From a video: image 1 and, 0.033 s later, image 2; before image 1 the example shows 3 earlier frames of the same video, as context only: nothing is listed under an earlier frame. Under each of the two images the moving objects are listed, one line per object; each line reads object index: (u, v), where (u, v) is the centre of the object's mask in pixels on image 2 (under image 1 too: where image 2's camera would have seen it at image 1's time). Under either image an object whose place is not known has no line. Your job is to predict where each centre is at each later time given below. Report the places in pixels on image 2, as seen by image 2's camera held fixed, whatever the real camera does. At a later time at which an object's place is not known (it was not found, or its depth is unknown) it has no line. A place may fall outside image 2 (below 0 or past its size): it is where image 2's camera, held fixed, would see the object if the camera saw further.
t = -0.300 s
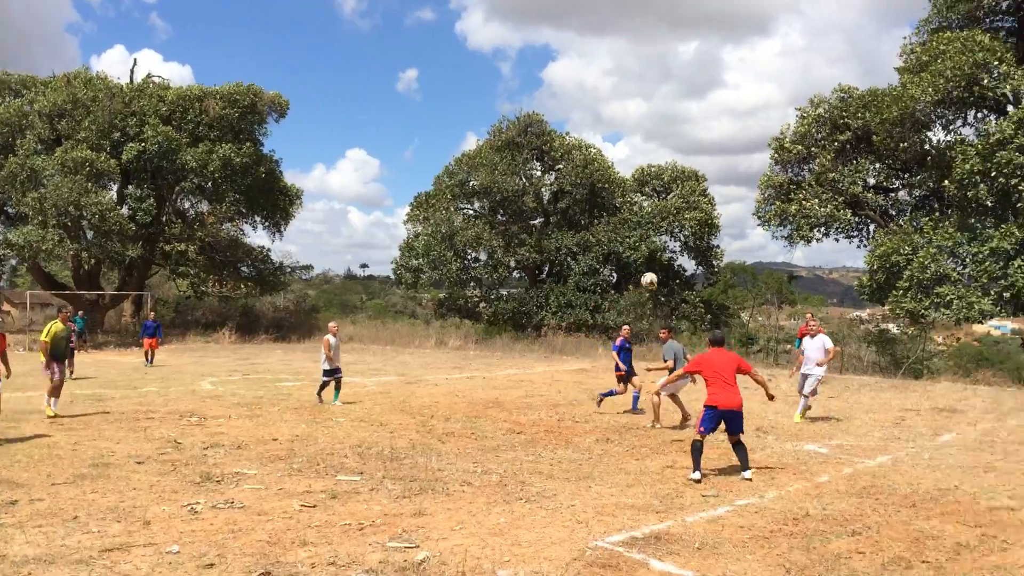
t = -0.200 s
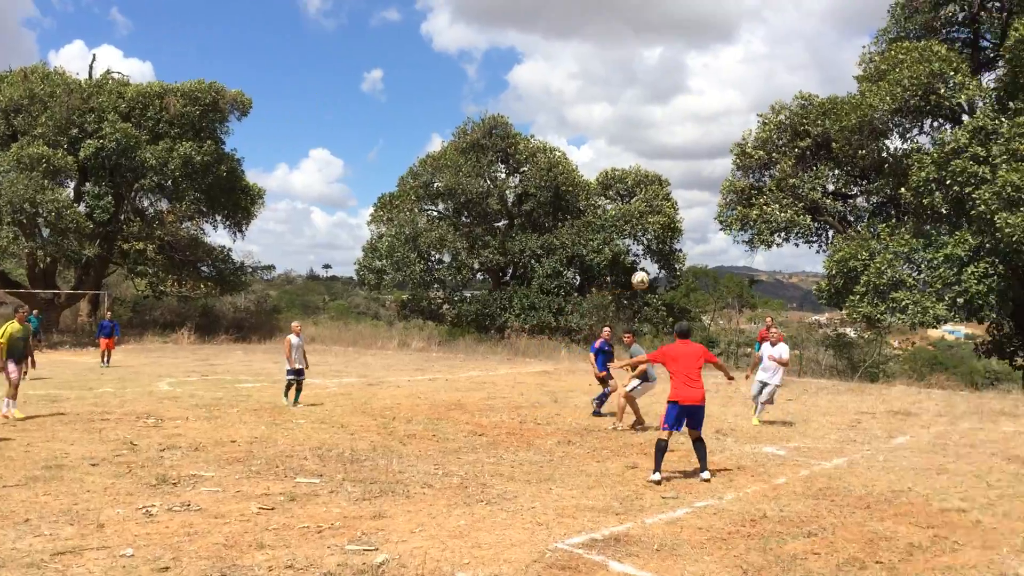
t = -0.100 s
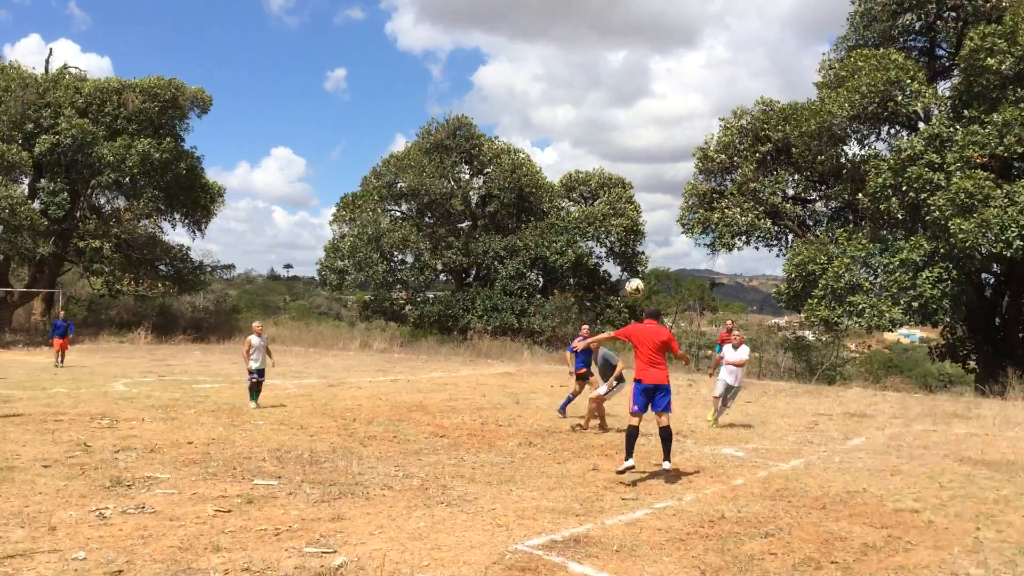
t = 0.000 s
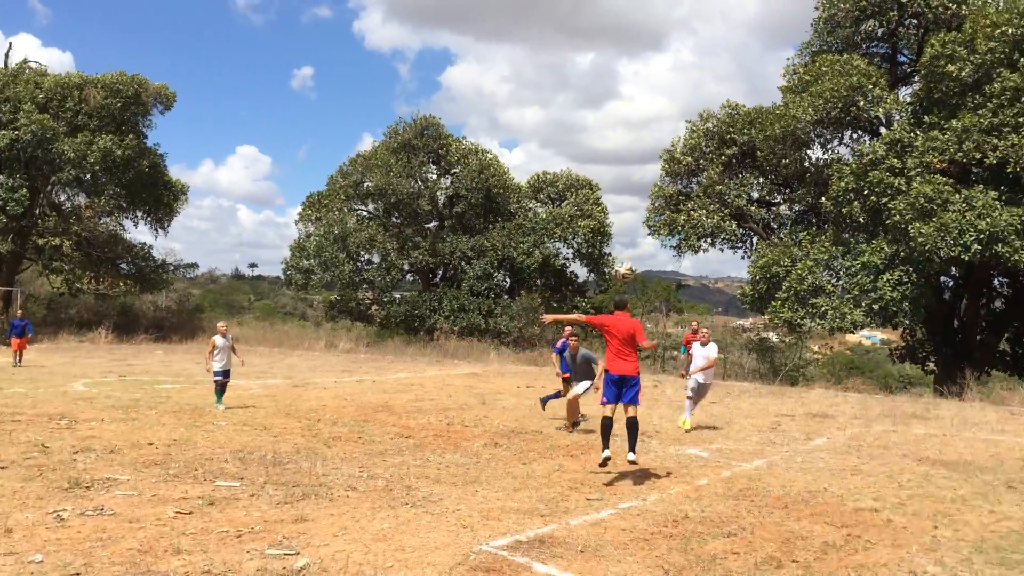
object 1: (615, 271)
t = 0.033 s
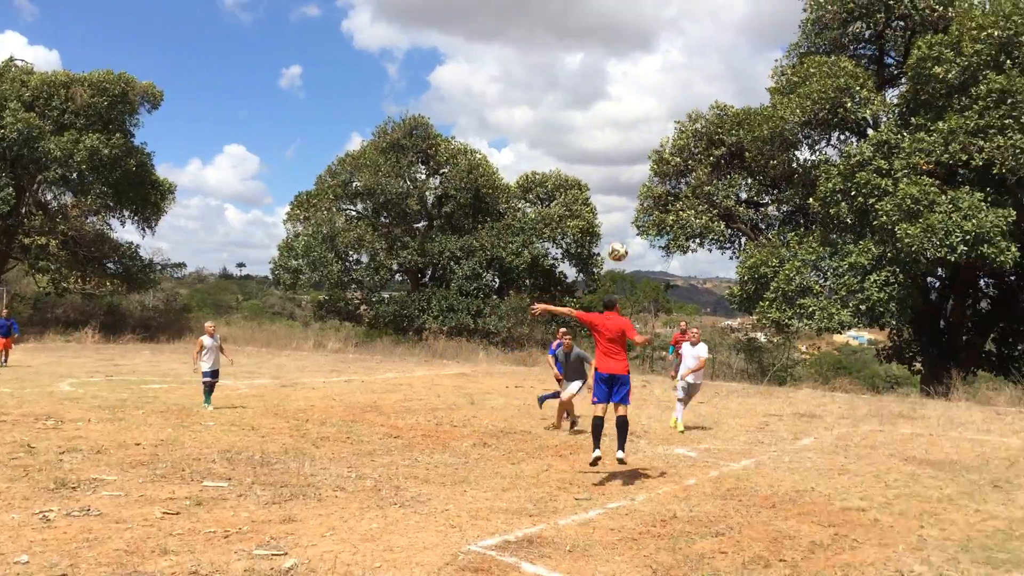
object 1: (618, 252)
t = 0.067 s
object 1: (620, 234)
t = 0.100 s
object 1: (621, 217)
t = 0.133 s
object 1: (622, 200)
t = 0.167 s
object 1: (625, 186)
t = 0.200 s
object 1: (627, 170)
